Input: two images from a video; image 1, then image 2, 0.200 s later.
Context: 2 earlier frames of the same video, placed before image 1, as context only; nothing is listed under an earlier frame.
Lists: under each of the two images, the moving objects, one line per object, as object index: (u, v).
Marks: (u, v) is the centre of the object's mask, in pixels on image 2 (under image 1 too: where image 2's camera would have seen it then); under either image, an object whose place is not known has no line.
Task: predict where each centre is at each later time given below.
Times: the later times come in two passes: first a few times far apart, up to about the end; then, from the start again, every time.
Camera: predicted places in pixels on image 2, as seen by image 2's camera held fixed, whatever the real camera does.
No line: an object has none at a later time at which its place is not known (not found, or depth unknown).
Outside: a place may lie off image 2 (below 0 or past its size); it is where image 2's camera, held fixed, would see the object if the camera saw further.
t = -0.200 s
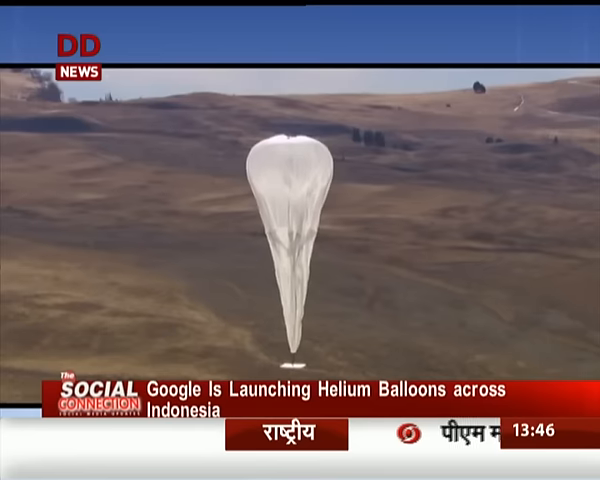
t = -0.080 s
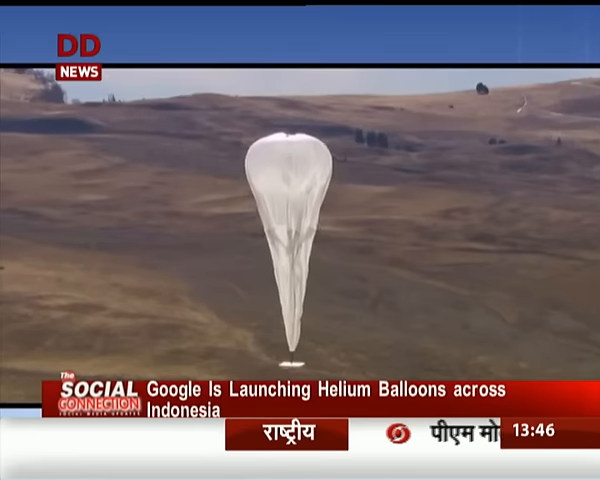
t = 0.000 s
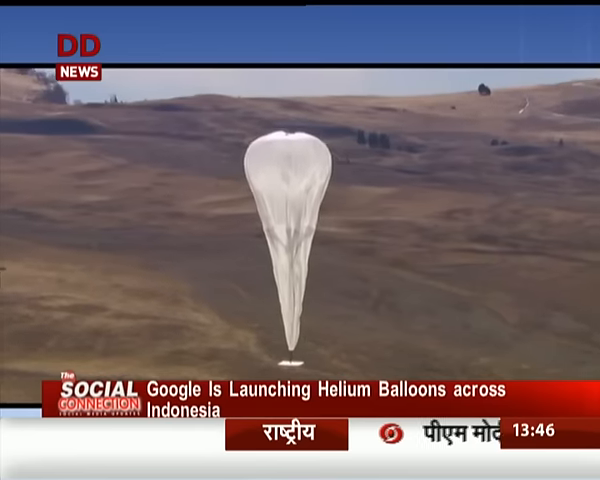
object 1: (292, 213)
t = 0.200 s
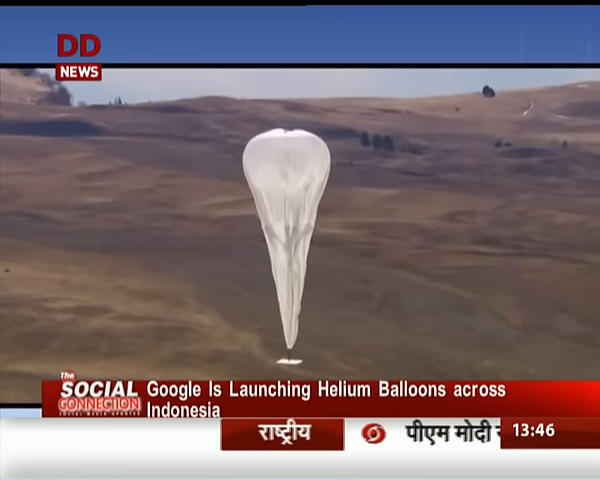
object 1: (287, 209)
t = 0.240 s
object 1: (286, 208)
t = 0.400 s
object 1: (279, 204)
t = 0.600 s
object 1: (273, 198)
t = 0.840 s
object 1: (266, 191)
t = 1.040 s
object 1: (260, 184)
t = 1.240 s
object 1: (255, 180)
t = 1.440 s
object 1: (249, 173)
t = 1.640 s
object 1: (245, 168)
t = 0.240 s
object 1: (286, 208)
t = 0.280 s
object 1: (284, 207)
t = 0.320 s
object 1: (282, 206)
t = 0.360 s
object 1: (281, 205)
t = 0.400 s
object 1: (279, 204)
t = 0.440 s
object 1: (278, 202)
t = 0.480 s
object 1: (276, 201)
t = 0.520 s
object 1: (276, 200)
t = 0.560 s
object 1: (275, 199)
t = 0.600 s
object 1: (273, 198)
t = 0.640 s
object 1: (272, 197)
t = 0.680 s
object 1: (271, 195)
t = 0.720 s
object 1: (269, 194)
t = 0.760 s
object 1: (268, 193)
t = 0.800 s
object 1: (266, 191)
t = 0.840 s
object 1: (266, 191)
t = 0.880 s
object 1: (264, 188)
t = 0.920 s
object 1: (263, 188)
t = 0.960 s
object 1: (262, 186)
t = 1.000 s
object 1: (261, 186)
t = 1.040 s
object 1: (260, 184)
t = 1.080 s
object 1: (259, 183)
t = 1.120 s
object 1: (259, 184)
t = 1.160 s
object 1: (258, 182)
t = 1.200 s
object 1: (256, 181)
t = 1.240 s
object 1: (255, 180)
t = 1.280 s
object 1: (254, 178)
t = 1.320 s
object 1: (253, 177)
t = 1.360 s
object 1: (252, 176)
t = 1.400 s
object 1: (250, 174)
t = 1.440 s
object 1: (249, 173)
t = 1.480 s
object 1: (249, 172)
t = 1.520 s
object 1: (248, 171)
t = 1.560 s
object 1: (247, 170)
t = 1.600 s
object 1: (246, 169)
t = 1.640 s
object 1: (245, 168)
